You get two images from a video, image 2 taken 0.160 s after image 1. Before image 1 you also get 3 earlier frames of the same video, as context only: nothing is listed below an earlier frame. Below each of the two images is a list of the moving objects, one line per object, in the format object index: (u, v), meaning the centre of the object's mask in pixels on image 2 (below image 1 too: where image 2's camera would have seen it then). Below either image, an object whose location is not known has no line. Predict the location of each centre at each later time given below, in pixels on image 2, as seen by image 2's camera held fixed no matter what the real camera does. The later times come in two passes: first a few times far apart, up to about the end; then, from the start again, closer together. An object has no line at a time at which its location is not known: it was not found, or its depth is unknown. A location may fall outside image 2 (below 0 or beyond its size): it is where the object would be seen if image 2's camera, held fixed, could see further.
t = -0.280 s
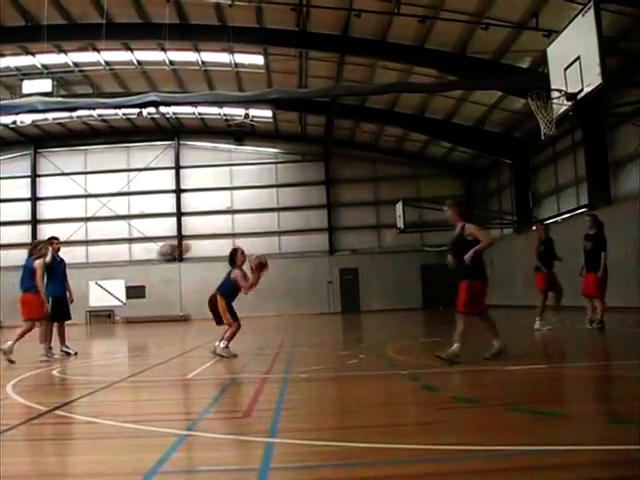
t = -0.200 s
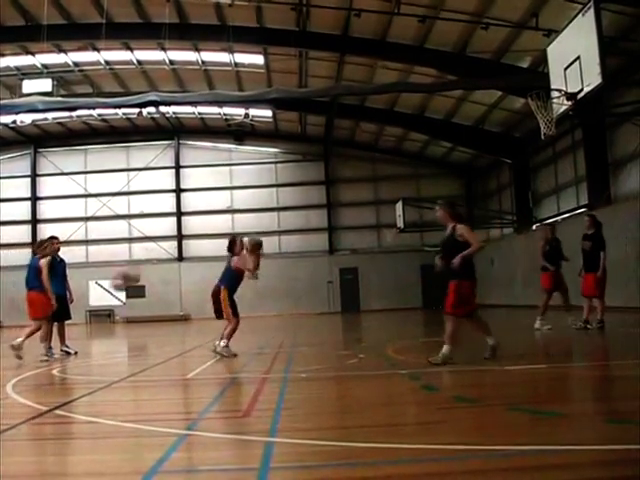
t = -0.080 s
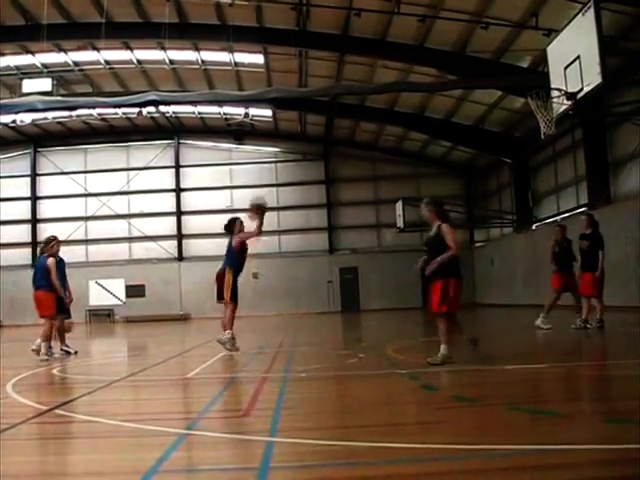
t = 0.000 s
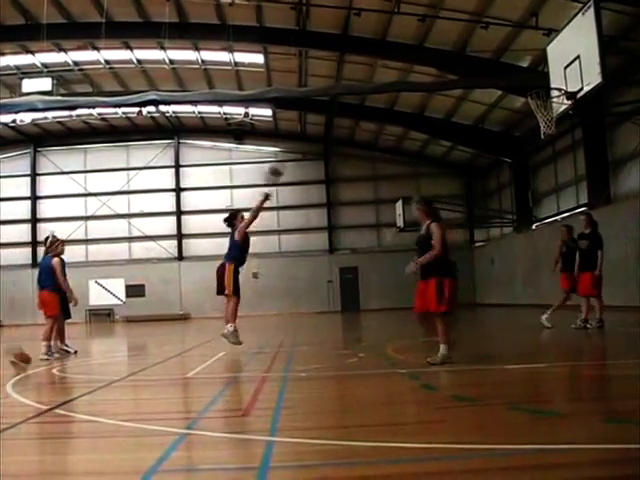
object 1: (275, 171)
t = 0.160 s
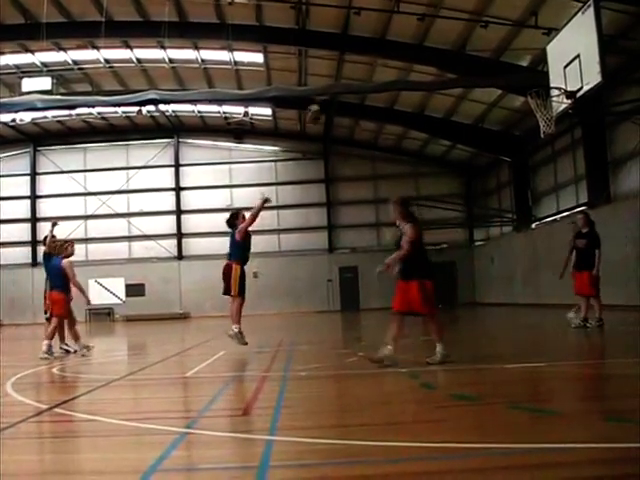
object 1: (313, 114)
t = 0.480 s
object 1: (400, 48)
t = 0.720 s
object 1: (478, 48)
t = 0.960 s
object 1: (545, 84)
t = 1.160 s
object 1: (573, 71)
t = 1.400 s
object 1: (584, 80)
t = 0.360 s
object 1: (372, 62)
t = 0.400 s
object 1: (380, 55)
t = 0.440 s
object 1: (389, 50)
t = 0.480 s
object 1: (400, 48)
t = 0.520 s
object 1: (414, 44)
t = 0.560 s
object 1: (427, 41)
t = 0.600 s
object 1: (438, 41)
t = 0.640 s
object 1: (450, 42)
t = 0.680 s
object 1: (461, 46)
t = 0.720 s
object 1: (478, 48)
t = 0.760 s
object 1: (480, 52)
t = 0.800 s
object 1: (497, 56)
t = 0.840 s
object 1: (507, 62)
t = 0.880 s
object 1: (518, 72)
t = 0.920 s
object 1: (536, 80)
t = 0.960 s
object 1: (545, 84)
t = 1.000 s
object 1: (552, 81)
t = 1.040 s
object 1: (557, 78)
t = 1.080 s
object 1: (562, 75)
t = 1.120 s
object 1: (568, 72)
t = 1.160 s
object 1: (573, 71)
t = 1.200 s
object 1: (581, 70)
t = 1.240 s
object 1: (581, 70)
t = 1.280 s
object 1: (581, 71)
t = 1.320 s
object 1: (582, 72)
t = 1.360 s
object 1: (583, 76)
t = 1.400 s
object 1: (584, 80)
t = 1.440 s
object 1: (585, 85)
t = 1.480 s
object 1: (585, 92)
